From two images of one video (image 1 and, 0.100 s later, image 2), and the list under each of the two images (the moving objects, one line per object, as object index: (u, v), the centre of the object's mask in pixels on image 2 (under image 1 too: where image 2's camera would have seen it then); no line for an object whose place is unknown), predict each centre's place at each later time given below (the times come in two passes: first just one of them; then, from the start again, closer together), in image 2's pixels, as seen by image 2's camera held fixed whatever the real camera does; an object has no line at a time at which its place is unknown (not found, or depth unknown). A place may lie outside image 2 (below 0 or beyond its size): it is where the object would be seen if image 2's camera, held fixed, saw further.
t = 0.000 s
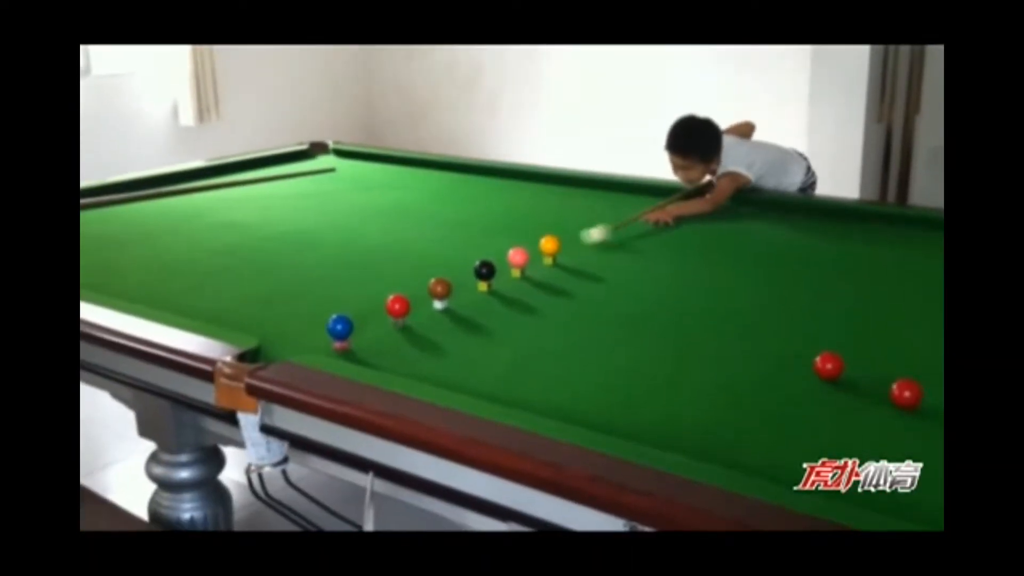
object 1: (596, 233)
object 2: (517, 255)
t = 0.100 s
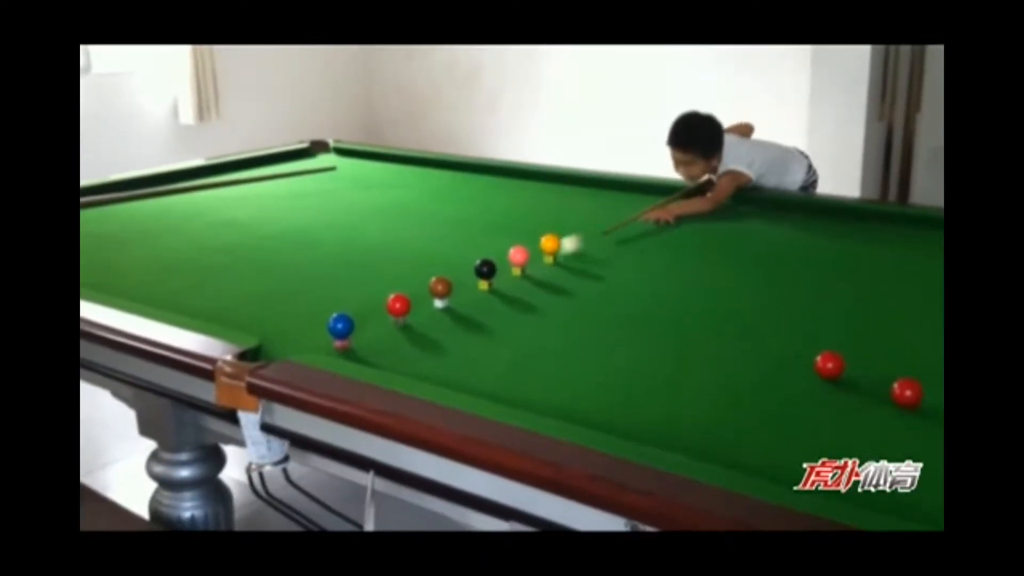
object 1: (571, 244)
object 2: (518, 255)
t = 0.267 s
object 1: (555, 250)
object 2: (510, 257)
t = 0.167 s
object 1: (565, 247)
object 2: (518, 255)
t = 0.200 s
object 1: (558, 248)
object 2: (518, 255)
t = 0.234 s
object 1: (556, 249)
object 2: (515, 255)
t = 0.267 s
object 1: (555, 250)
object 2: (510, 257)
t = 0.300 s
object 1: (554, 251)
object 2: (507, 263)
